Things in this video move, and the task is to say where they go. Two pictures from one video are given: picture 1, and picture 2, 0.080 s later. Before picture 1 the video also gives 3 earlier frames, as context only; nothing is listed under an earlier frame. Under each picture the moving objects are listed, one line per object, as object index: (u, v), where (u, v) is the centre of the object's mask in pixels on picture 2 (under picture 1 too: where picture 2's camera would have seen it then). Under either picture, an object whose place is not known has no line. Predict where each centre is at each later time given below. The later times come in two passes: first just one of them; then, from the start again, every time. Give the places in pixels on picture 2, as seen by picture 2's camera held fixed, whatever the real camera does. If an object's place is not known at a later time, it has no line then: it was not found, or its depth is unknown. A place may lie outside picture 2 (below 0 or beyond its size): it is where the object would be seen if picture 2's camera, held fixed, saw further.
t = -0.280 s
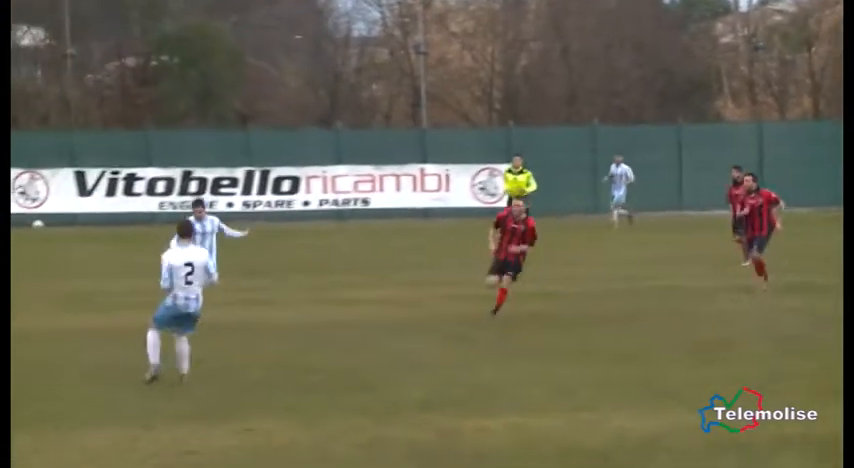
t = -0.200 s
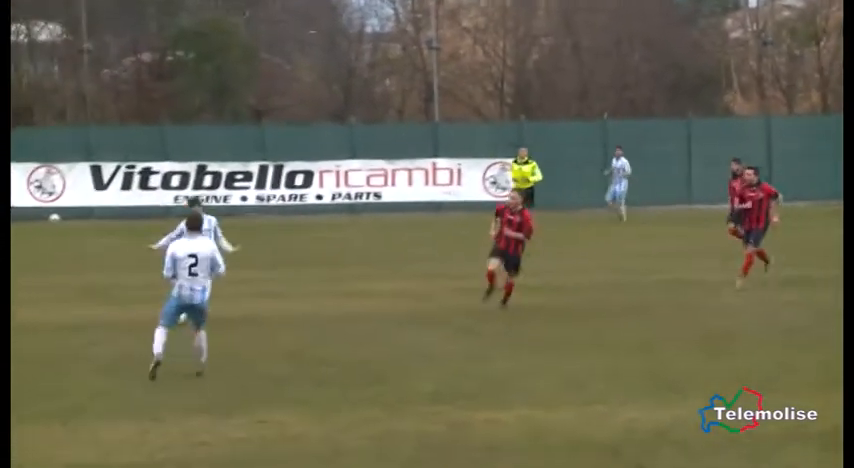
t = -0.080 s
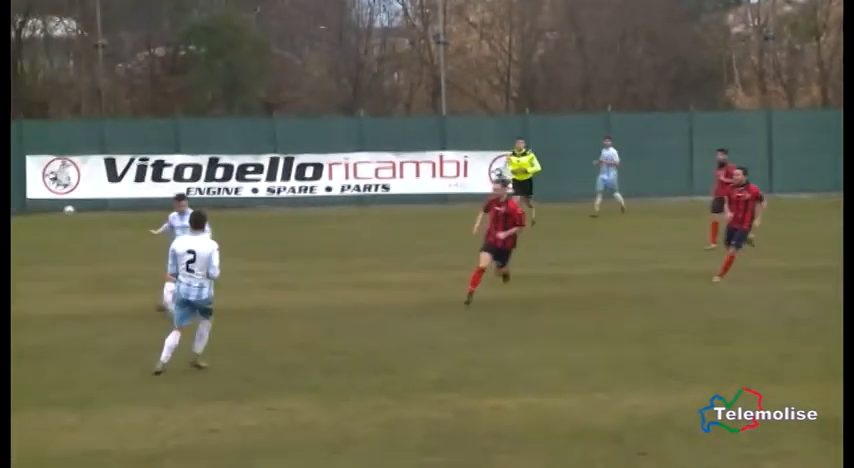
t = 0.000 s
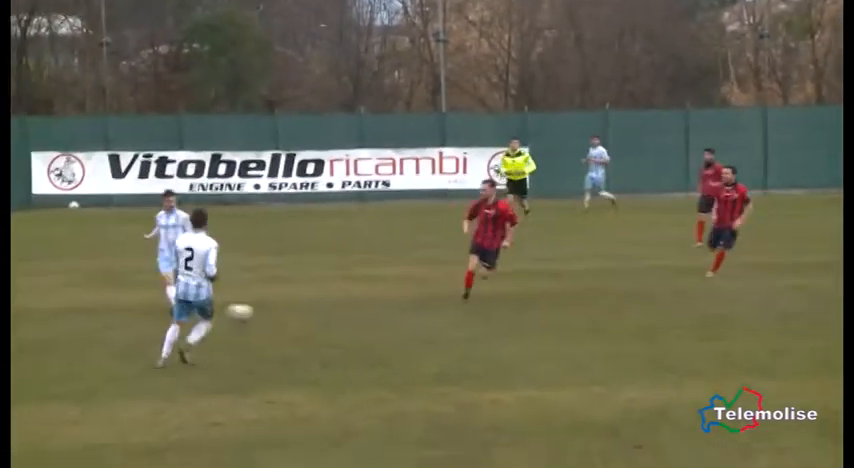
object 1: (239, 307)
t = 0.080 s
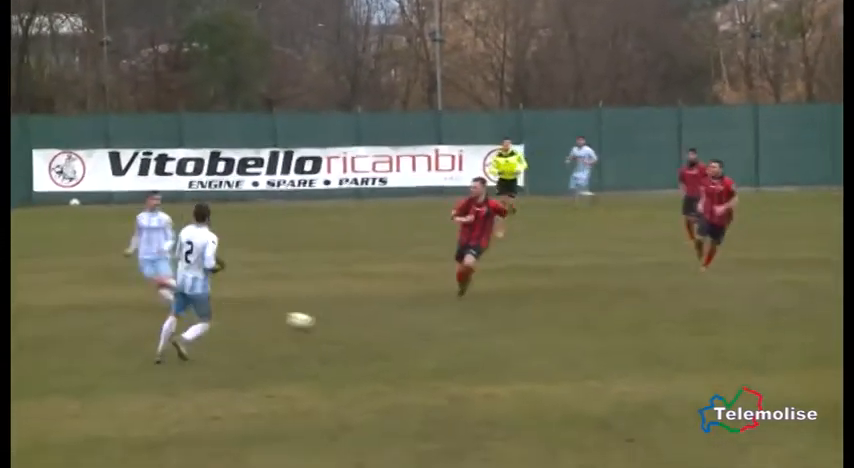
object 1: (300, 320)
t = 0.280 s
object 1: (465, 349)
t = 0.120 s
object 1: (332, 325)
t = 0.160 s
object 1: (363, 328)
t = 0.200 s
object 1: (396, 334)
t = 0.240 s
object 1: (430, 342)
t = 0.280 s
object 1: (465, 349)
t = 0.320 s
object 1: (501, 354)
